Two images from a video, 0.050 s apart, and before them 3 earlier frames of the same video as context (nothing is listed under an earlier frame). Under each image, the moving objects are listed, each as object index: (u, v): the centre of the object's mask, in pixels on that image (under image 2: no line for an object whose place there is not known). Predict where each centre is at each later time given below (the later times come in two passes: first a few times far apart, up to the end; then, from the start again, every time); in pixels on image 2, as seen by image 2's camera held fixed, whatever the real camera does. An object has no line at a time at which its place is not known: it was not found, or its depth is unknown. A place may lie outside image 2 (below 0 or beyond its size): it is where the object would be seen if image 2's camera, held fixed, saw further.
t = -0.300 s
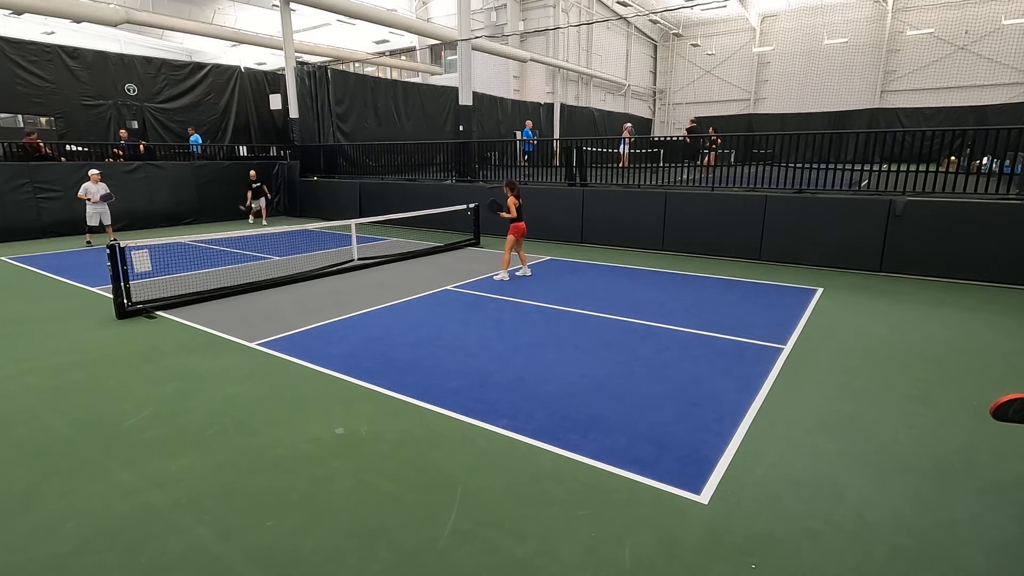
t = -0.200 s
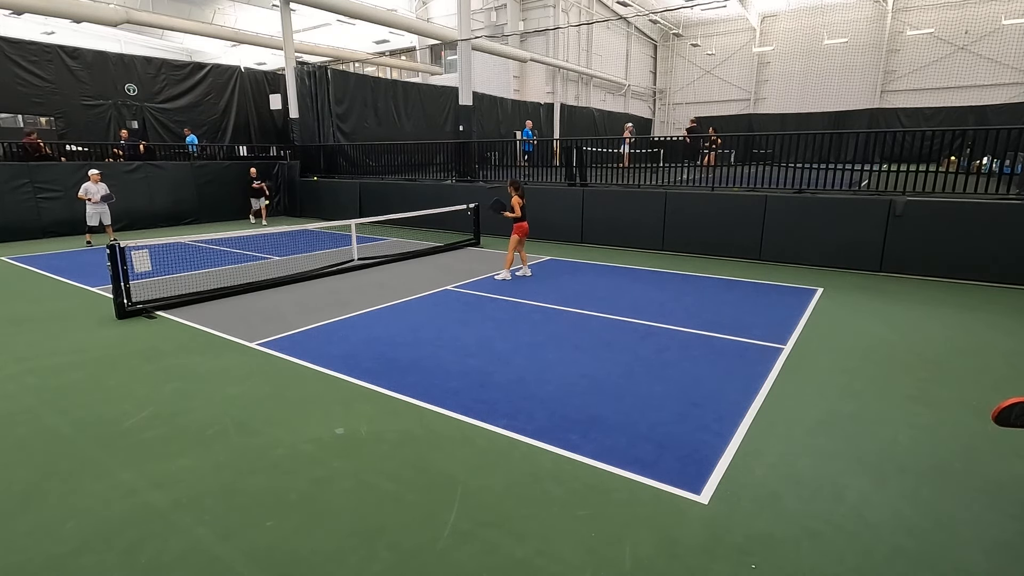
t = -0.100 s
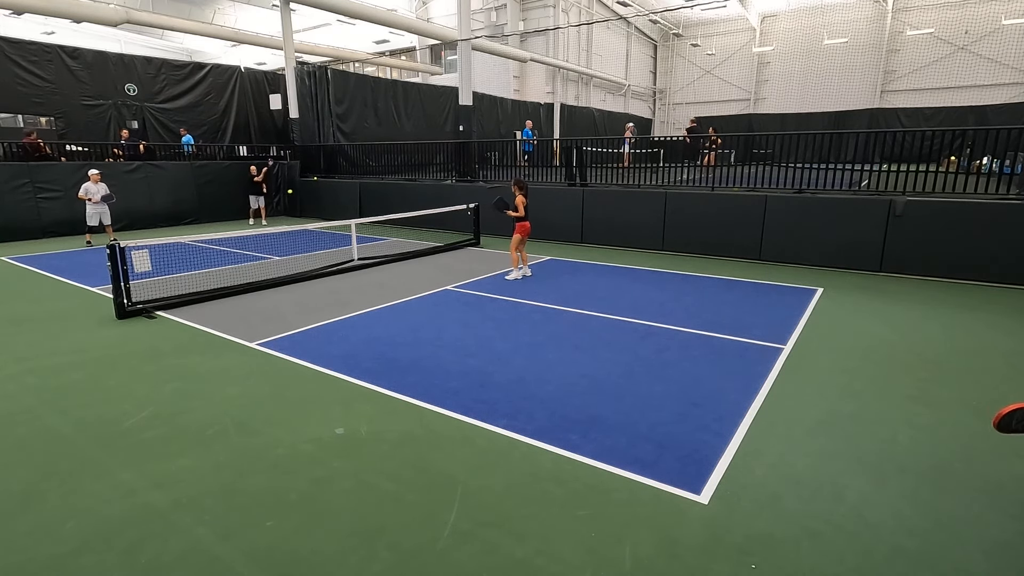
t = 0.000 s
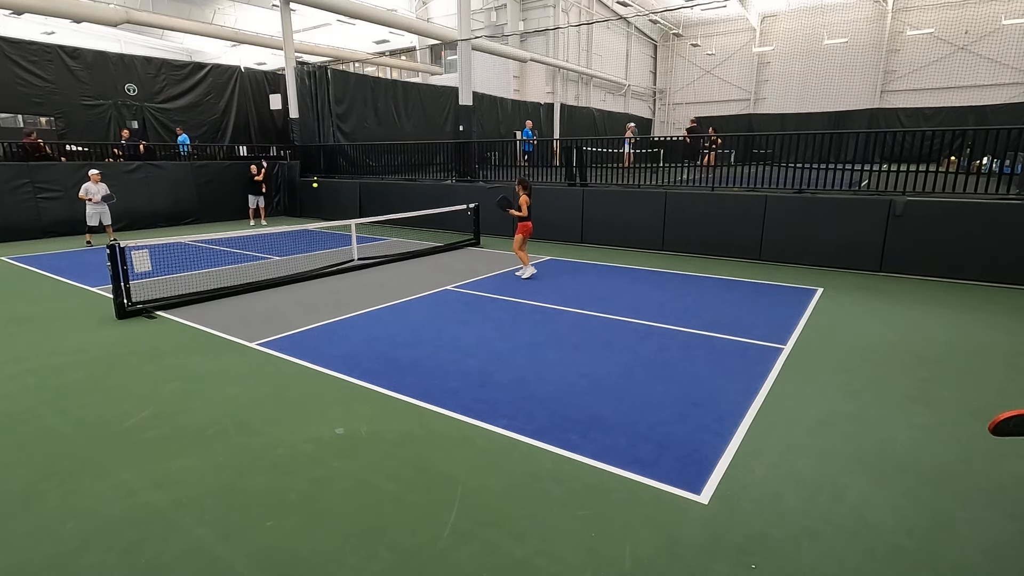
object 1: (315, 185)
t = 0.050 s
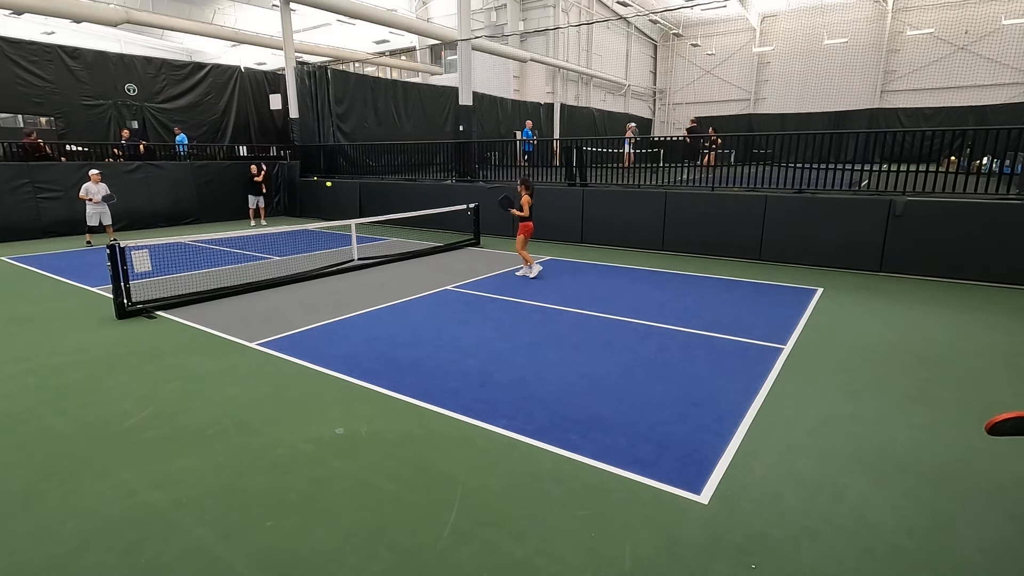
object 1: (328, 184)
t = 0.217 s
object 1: (381, 194)
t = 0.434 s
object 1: (478, 257)
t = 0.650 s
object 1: (633, 389)
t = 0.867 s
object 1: (878, 448)
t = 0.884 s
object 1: (908, 460)
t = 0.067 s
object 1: (333, 184)
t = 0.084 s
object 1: (338, 184)
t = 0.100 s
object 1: (343, 184)
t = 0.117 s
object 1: (348, 185)
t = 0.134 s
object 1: (353, 186)
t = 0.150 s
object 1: (358, 187)
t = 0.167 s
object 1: (363, 188)
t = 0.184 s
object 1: (369, 190)
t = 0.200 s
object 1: (375, 192)
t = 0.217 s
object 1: (381, 194)
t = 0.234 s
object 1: (387, 196)
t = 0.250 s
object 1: (393, 199)
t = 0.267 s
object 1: (400, 202)
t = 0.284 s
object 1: (406, 206)
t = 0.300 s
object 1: (413, 209)
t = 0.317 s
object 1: (421, 214)
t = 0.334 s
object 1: (428, 218)
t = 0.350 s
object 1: (435, 224)
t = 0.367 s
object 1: (443, 229)
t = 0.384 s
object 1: (452, 235)
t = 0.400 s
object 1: (460, 242)
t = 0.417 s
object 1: (469, 249)
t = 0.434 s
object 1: (478, 257)
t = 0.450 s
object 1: (488, 265)
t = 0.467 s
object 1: (498, 276)
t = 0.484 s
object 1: (509, 285)
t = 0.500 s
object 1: (519, 295)
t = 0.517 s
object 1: (531, 308)
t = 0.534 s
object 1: (542, 320)
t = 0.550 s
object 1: (555, 334)
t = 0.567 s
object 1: (568, 349)
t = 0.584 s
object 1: (582, 366)
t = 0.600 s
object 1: (597, 383)
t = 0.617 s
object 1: (610, 390)
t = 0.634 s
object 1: (621, 389)
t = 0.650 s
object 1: (633, 389)
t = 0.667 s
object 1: (646, 389)
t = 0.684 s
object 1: (659, 390)
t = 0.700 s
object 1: (674, 392)
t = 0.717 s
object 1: (689, 394)
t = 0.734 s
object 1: (705, 396)
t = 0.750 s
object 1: (722, 400)
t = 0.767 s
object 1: (739, 403)
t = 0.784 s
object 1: (760, 409)
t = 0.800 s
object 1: (779, 414)
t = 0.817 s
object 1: (801, 421)
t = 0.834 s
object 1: (825, 429)
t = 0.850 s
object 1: (851, 437)
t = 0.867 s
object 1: (878, 448)
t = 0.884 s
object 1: (908, 460)
